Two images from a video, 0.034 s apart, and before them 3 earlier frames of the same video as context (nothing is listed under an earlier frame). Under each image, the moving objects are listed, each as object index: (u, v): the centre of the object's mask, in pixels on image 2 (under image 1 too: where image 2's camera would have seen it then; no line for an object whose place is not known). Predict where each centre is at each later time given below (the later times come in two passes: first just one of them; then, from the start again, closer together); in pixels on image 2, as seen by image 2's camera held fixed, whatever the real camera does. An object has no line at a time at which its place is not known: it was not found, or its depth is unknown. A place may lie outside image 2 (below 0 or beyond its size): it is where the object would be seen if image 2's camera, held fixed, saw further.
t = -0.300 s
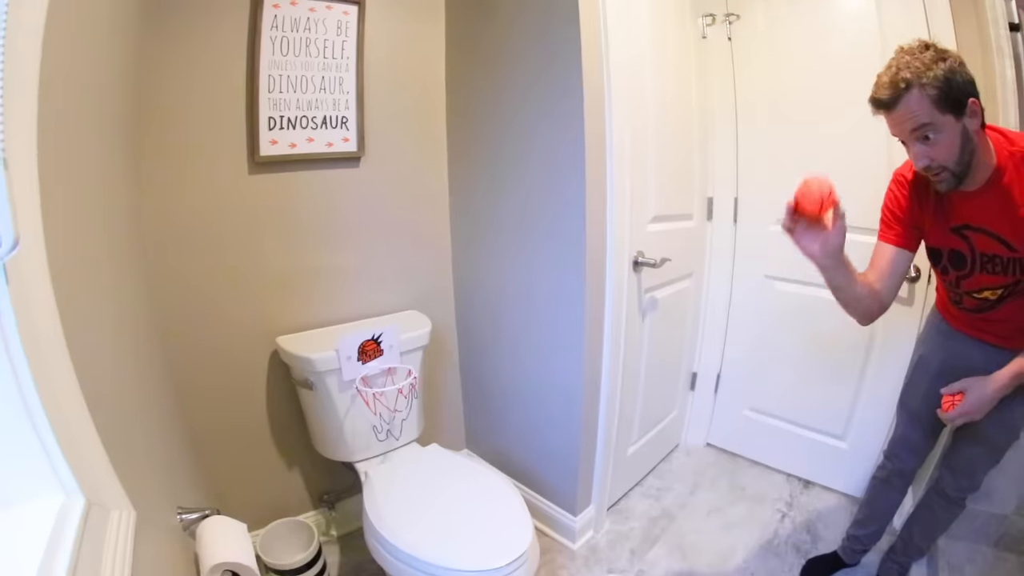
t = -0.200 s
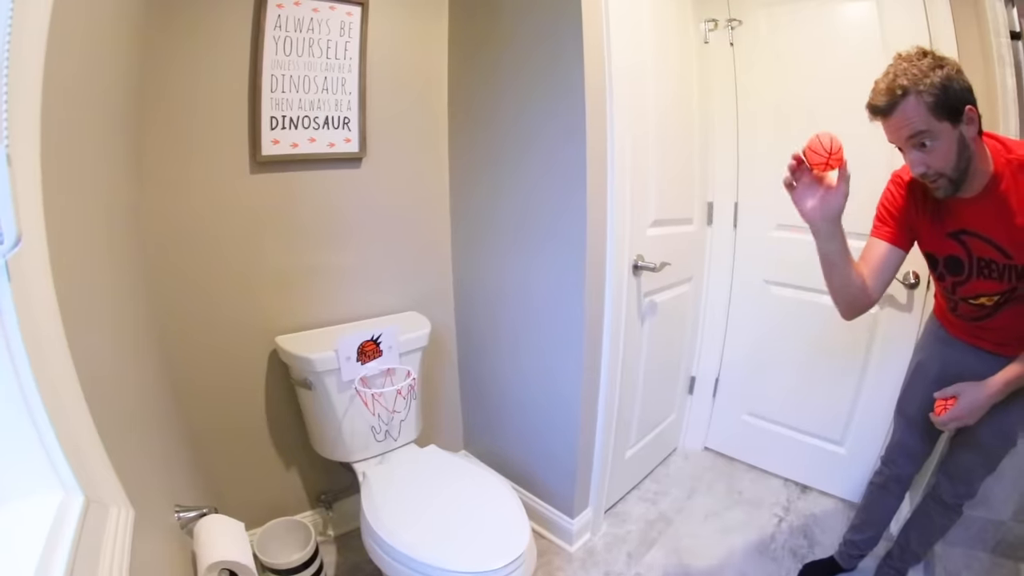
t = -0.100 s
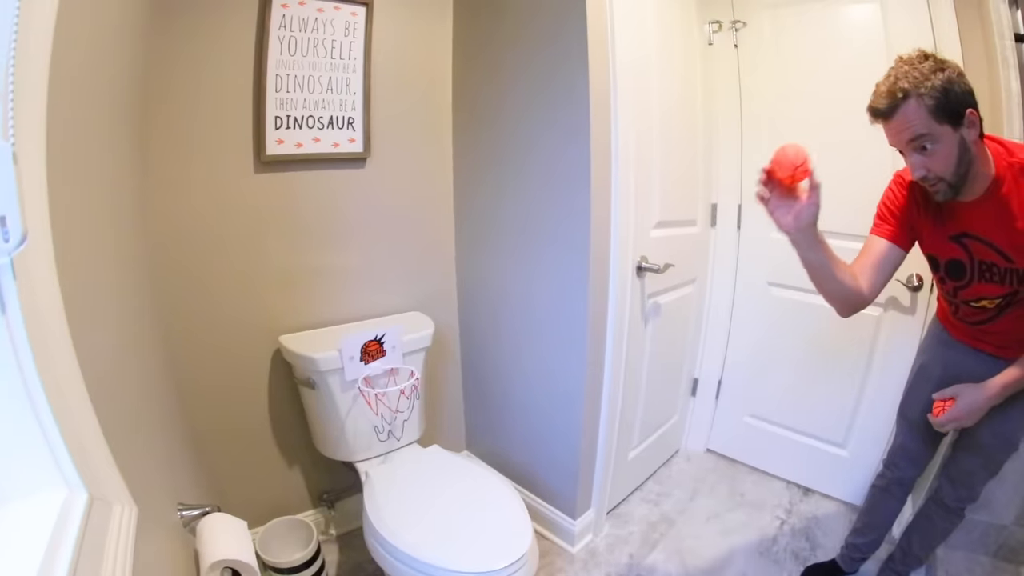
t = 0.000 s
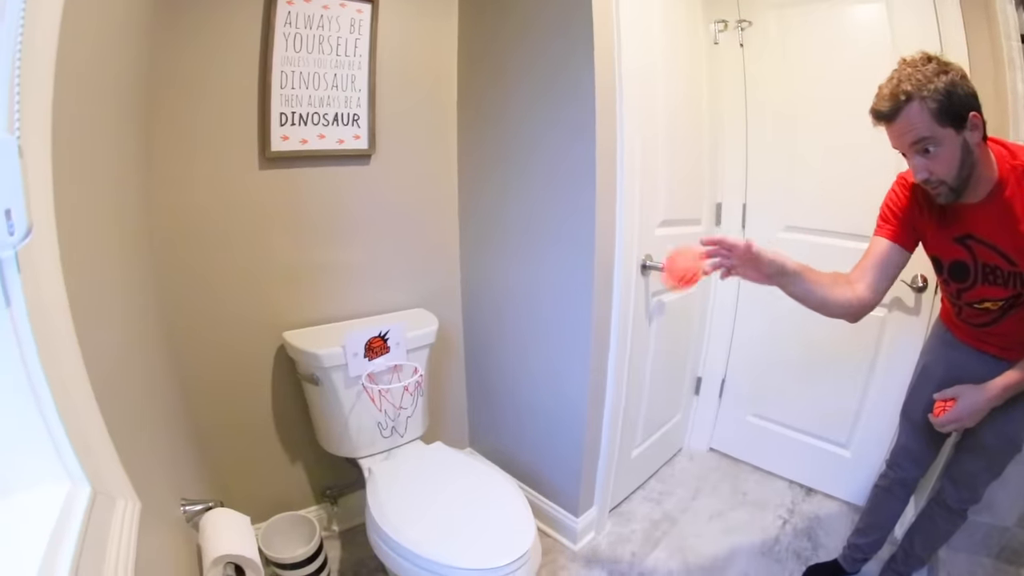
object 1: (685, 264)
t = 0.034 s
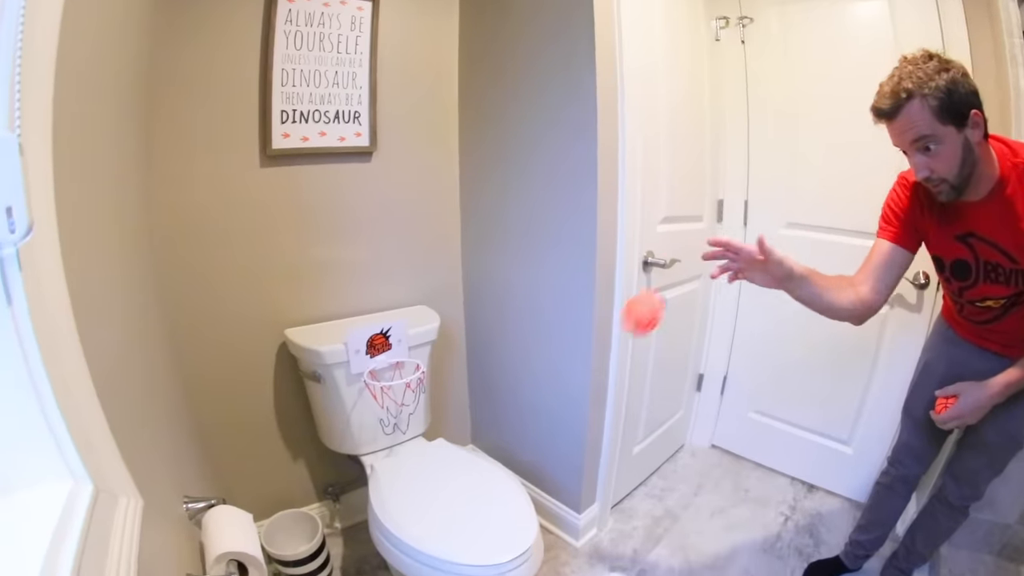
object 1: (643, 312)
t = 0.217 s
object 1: (497, 427)
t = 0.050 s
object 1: (622, 338)
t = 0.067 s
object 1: (601, 362)
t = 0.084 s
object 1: (584, 385)
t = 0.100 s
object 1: (565, 408)
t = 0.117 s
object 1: (549, 431)
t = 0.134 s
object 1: (533, 452)
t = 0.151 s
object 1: (519, 472)
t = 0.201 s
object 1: (502, 442)
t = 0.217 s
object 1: (497, 427)
